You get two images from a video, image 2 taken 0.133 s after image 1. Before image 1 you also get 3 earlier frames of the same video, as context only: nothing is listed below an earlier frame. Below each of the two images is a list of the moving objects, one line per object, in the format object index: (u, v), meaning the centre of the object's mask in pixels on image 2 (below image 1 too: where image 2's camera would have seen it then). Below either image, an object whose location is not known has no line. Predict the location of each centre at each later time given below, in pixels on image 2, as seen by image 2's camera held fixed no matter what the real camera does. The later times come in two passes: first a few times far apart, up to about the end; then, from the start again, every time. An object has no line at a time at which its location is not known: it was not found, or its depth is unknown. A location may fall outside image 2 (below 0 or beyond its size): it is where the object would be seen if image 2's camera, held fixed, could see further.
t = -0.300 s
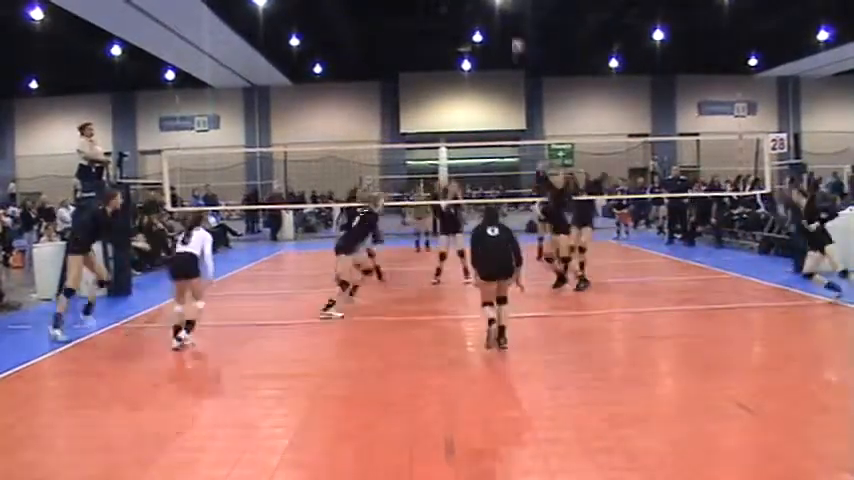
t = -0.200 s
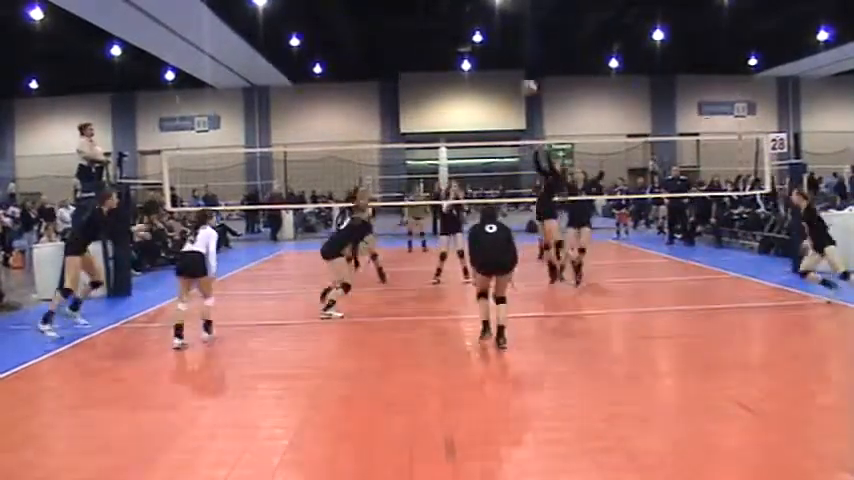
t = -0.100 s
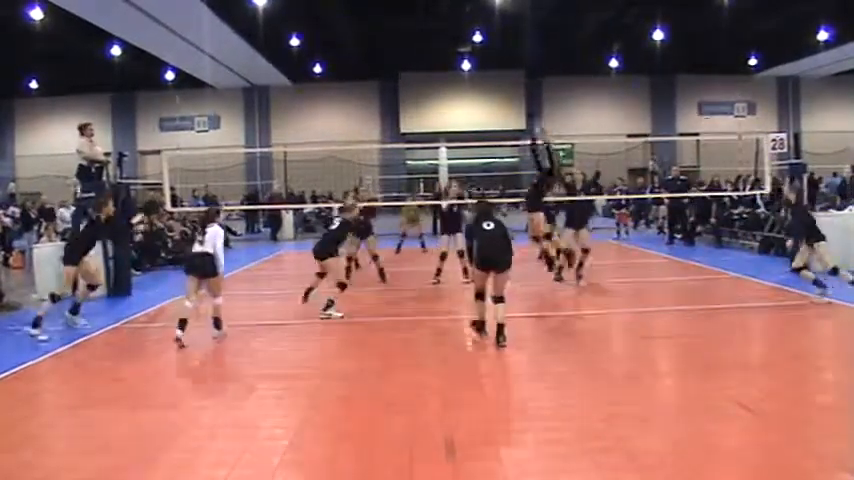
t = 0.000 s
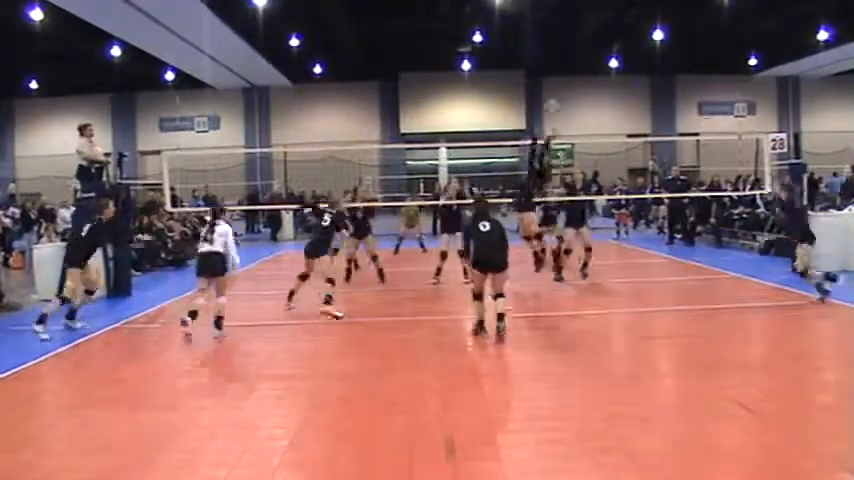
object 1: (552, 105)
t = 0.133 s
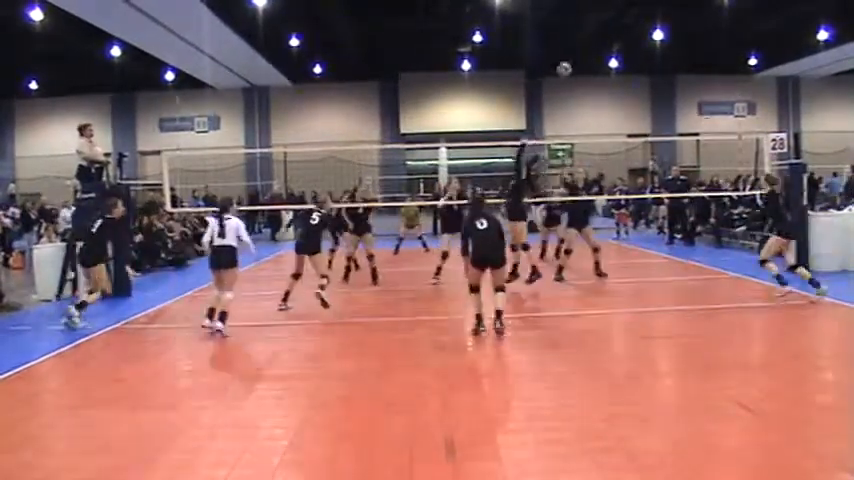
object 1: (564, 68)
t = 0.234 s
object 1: (575, 49)
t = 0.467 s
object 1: (600, 30)
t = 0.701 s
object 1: (625, 47)
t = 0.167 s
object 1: (568, 60)
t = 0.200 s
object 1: (572, 55)
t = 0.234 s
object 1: (575, 49)
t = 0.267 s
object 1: (579, 44)
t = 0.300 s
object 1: (582, 40)
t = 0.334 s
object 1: (586, 36)
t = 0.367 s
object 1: (589, 34)
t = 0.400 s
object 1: (593, 32)
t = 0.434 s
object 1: (596, 31)
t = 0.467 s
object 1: (600, 30)
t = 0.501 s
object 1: (603, 31)
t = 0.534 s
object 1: (607, 32)
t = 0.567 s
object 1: (611, 33)
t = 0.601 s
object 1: (614, 35)
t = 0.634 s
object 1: (617, 39)
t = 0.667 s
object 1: (622, 42)
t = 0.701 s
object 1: (625, 47)
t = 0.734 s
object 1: (629, 52)
